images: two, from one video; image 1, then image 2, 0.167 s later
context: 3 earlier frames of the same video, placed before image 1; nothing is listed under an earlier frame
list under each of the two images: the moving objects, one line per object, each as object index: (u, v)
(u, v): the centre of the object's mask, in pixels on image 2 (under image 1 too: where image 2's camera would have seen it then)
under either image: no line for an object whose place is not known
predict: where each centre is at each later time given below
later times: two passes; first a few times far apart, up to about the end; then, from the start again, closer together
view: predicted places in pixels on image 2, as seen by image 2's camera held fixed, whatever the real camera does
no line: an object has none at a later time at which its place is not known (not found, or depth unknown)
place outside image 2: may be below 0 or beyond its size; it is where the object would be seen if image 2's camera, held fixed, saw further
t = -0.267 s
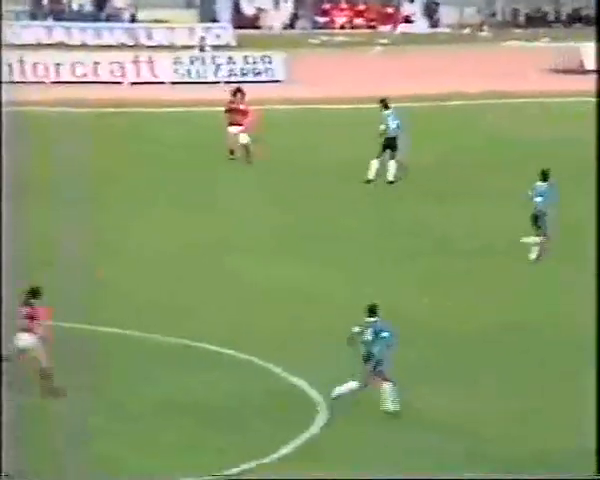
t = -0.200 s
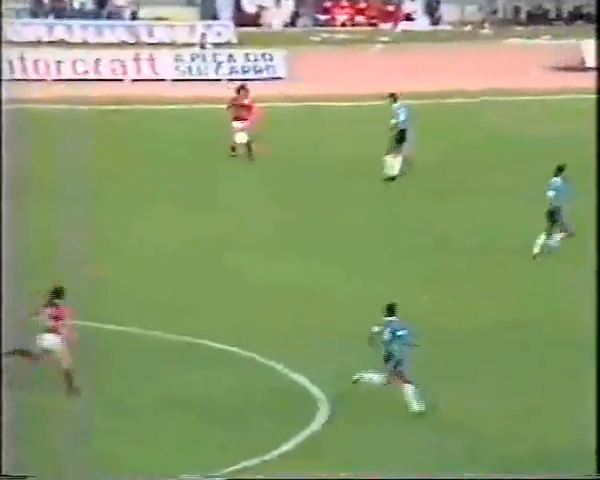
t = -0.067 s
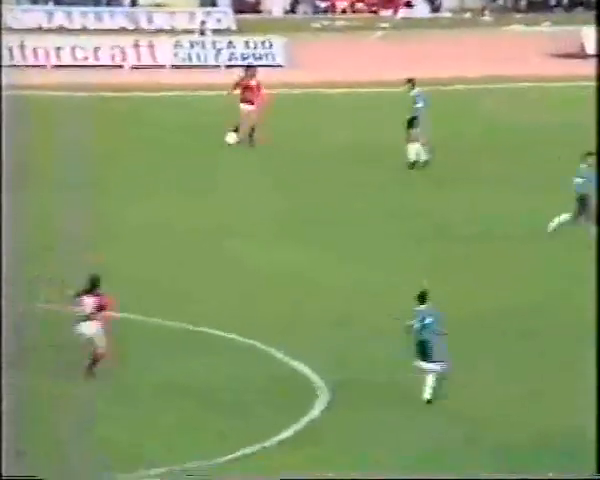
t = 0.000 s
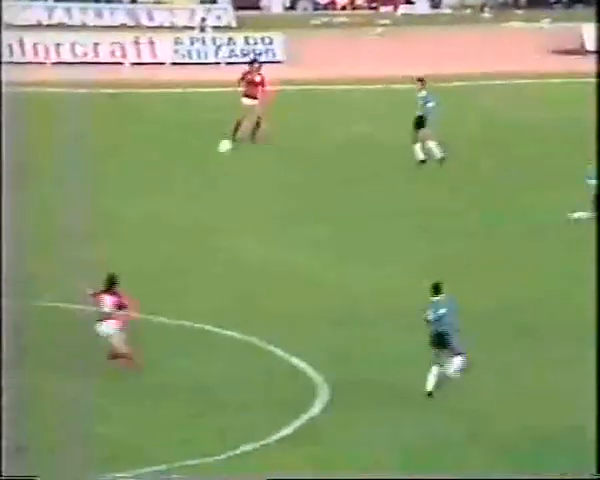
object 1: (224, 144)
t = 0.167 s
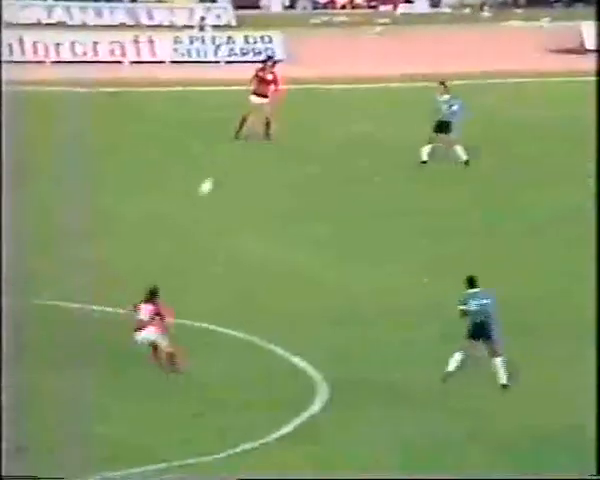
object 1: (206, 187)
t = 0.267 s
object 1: (192, 220)
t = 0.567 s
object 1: (155, 238)
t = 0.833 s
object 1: (124, 259)
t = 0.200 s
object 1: (201, 197)
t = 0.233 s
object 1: (197, 208)
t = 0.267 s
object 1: (192, 220)
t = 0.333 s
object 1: (182, 247)
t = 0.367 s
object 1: (178, 253)
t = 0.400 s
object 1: (174, 249)
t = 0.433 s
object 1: (170, 246)
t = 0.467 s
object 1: (167, 243)
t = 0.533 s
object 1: (159, 240)
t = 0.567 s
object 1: (155, 238)
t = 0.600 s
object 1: (151, 239)
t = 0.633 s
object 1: (148, 239)
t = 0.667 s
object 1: (144, 241)
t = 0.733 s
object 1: (135, 246)
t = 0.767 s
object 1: (133, 249)
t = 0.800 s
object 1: (130, 254)
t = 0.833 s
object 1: (124, 259)
